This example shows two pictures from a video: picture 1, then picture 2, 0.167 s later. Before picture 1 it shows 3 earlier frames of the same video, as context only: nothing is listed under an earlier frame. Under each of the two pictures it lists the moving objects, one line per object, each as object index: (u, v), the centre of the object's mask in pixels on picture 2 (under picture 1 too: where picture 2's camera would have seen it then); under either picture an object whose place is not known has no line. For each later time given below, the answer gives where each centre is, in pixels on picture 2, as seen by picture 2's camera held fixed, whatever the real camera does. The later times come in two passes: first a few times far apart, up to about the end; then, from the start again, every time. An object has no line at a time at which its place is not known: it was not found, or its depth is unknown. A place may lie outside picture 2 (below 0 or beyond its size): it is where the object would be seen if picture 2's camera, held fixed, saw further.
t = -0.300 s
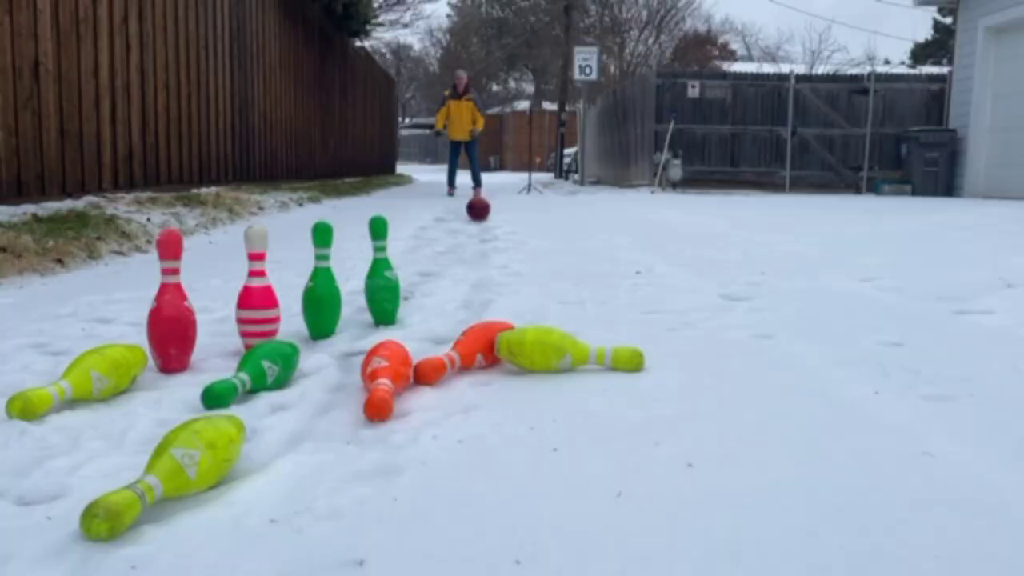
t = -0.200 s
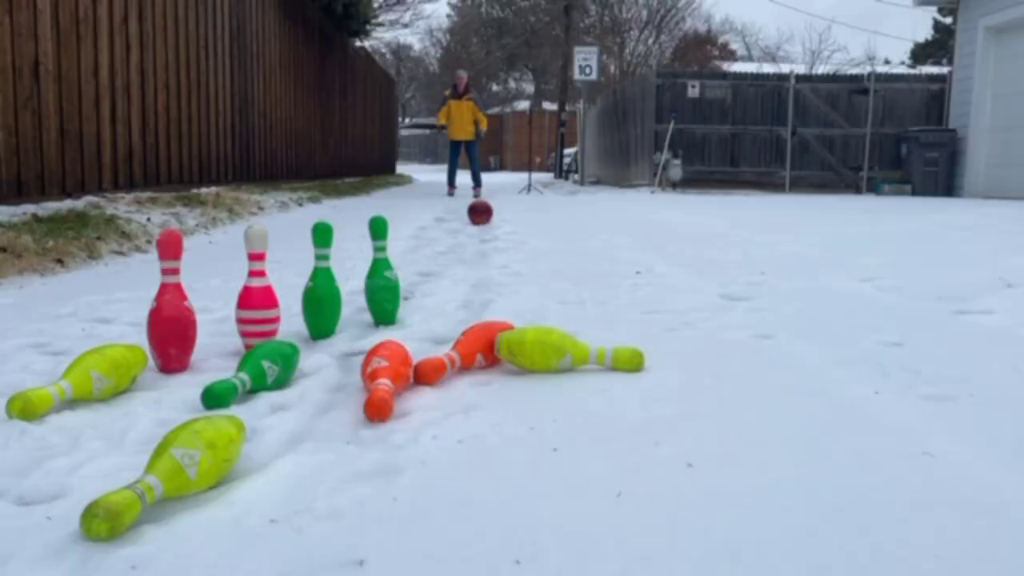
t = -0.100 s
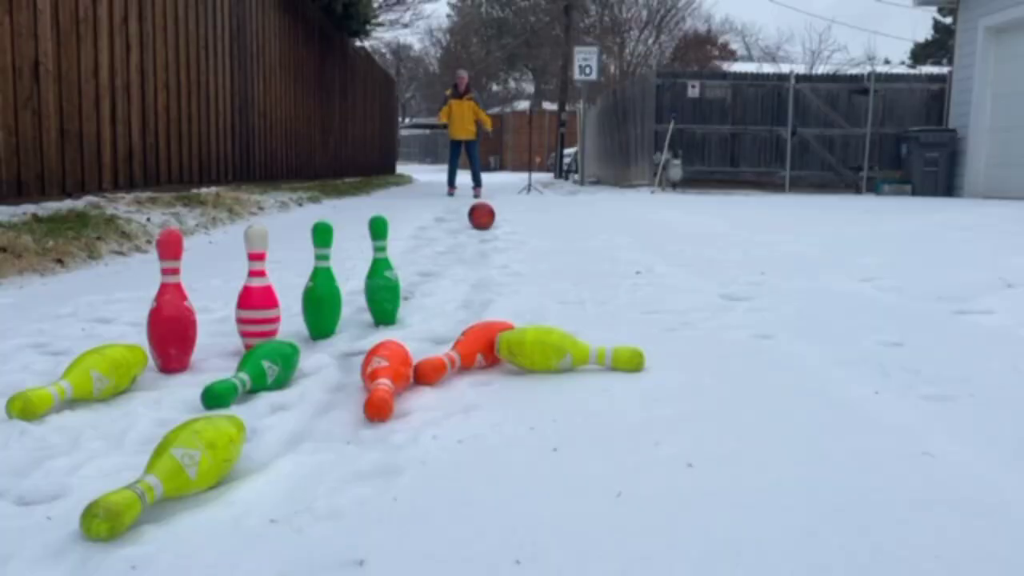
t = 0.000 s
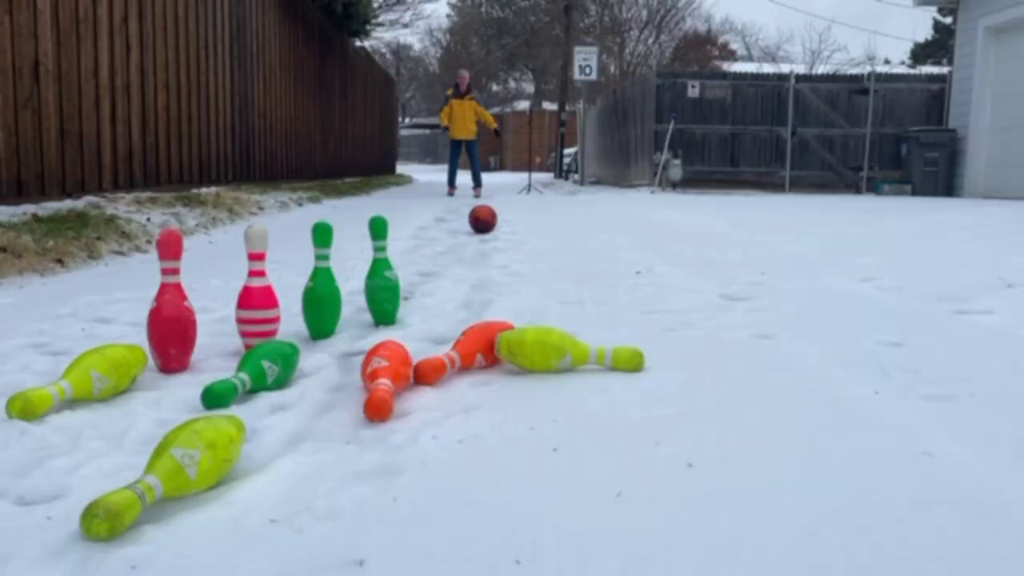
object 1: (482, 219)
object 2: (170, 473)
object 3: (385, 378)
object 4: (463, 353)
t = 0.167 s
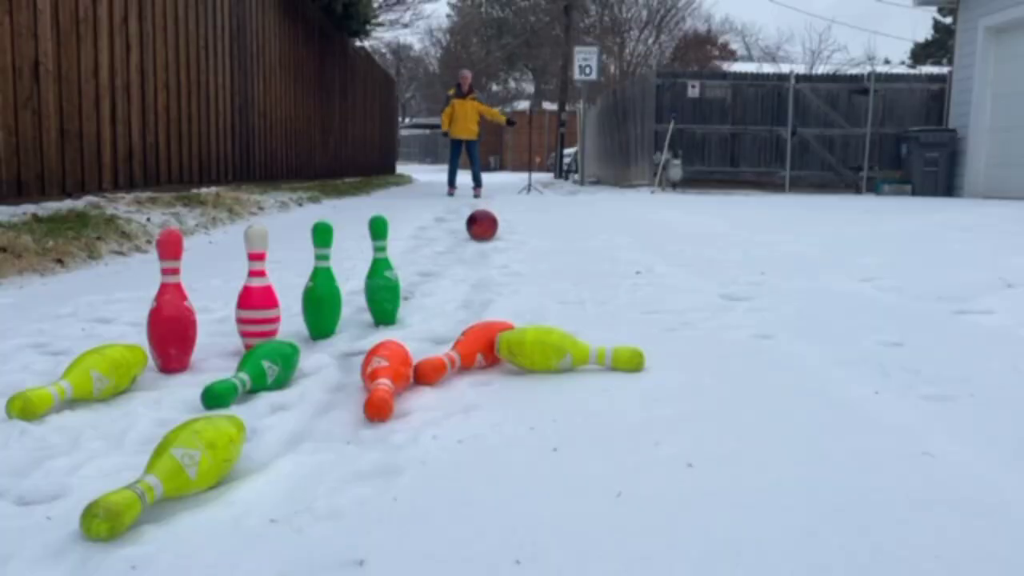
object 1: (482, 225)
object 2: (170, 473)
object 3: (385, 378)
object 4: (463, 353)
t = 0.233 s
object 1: (481, 227)
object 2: (170, 473)
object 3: (385, 378)
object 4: (463, 353)
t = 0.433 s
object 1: (479, 238)
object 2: (170, 473)
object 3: (385, 377)
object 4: (463, 353)
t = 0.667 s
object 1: (476, 249)
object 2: (170, 473)
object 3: (385, 377)
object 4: (463, 353)
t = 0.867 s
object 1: (475, 268)
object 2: (170, 473)
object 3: (385, 377)
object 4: (463, 353)
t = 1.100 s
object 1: (470, 291)
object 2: (170, 473)
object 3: (385, 378)
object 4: (463, 353)
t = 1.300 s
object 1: (439, 313)
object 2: (170, 473)
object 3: (385, 377)
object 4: (463, 353)
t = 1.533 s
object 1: (386, 343)
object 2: (170, 473)
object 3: (342, 417)
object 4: (468, 353)
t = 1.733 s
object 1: (338, 363)
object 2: (156, 473)
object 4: (476, 352)
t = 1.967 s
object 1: (285, 382)
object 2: (151, 470)
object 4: (476, 352)
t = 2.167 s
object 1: (248, 395)
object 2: (156, 469)
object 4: (477, 352)
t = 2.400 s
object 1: (216, 400)
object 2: (156, 469)
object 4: (477, 352)
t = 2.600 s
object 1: (204, 400)
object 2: (156, 469)
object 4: (477, 352)
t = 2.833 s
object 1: (204, 400)
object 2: (157, 469)
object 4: (477, 352)
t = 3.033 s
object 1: (205, 400)
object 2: (156, 469)
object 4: (477, 352)
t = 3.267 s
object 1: (204, 400)
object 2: (156, 469)
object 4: (477, 352)
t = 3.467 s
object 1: (205, 401)
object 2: (156, 469)
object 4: (477, 352)
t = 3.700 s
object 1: (205, 400)
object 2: (156, 469)
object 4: (477, 352)
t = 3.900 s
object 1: (205, 400)
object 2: (156, 469)
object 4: (477, 352)
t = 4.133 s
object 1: (205, 400)
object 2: (156, 469)
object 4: (477, 352)
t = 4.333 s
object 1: (205, 400)
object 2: (156, 469)
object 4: (477, 352)
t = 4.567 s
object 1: (205, 400)
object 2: (156, 469)
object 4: (477, 352)
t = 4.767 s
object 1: (205, 400)
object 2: (157, 469)
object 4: (477, 352)
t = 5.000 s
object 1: (205, 400)
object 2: (156, 469)
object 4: (477, 352)
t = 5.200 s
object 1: (205, 400)
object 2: (156, 469)
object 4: (477, 352)
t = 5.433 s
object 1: (205, 400)
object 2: (156, 469)
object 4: (477, 352)
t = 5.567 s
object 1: (205, 400)
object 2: (156, 469)
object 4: (477, 352)
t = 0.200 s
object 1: (481, 226)
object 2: (170, 473)
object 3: (385, 378)
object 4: (463, 353)
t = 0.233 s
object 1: (481, 227)
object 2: (170, 473)
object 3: (385, 378)
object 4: (463, 353)
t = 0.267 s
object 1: (481, 228)
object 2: (170, 473)
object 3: (385, 378)
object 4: (463, 353)
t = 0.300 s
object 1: (480, 231)
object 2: (170, 473)
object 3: (385, 378)
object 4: (463, 353)
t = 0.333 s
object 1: (480, 232)
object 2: (170, 473)
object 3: (385, 378)
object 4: (463, 353)
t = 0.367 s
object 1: (480, 234)
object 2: (170, 473)
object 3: (385, 378)
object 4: (463, 353)
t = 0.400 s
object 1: (480, 236)
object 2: (170, 473)
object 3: (385, 378)
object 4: (463, 353)
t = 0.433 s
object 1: (479, 238)
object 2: (170, 473)
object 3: (385, 377)
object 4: (463, 353)
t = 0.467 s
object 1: (479, 239)
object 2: (170, 473)
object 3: (385, 378)
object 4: (463, 353)
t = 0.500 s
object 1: (479, 241)
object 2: (170, 473)
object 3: (385, 378)
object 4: (463, 353)
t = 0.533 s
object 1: (478, 243)
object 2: (170, 473)
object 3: (385, 378)
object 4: (463, 353)
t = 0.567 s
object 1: (477, 245)
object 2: (170, 473)
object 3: (385, 377)
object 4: (463, 353)
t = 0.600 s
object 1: (477, 248)
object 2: (170, 473)
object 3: (385, 377)
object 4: (463, 353)
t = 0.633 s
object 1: (476, 249)
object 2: (170, 473)
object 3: (385, 377)
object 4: (463, 353)
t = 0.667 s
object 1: (476, 249)
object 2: (170, 473)
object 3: (385, 377)
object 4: (463, 353)
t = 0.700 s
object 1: (475, 252)
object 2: (170, 473)
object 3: (385, 377)
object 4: (463, 353)
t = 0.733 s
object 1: (475, 257)
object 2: (170, 473)
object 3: (385, 378)
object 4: (463, 353)
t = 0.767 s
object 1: (474, 261)
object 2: (170, 473)
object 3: (385, 377)
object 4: (463, 353)
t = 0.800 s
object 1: (474, 263)
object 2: (170, 473)
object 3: (385, 378)
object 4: (463, 353)
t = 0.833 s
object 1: (474, 265)
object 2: (170, 473)
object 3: (385, 377)
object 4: (463, 353)
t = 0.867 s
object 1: (475, 268)
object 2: (170, 473)
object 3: (385, 377)
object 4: (463, 353)
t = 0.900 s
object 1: (475, 270)
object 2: (170, 473)
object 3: (385, 378)
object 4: (463, 353)
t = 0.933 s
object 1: (475, 274)
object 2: (170, 473)
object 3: (385, 378)
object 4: (463, 353)
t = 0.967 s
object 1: (475, 279)
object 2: (170, 473)
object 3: (385, 378)
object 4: (463, 353)
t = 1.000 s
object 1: (475, 281)
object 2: (170, 473)
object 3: (385, 377)
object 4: (463, 353)
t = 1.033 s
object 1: (474, 285)
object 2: (170, 473)
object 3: (385, 377)
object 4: (463, 353)
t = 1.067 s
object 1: (472, 288)
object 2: (170, 473)
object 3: (385, 377)
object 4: (463, 353)
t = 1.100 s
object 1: (470, 291)
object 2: (170, 473)
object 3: (385, 378)
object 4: (463, 353)
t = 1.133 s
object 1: (467, 293)
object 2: (170, 473)
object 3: (385, 377)
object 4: (463, 353)
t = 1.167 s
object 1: (463, 297)
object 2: (170, 473)
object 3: (385, 377)
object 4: (463, 353)
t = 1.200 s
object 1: (458, 300)
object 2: (170, 473)
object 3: (385, 377)
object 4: (463, 353)
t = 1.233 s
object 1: (452, 306)
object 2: (170, 473)
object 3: (385, 377)
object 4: (463, 353)
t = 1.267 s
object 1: (445, 309)
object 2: (170, 473)
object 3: (385, 377)
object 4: (463, 353)
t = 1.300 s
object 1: (439, 313)
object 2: (170, 473)
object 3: (385, 377)
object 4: (463, 353)
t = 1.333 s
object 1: (432, 317)
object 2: (170, 473)
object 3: (385, 377)
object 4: (463, 353)
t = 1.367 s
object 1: (426, 321)
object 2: (170, 473)
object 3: (385, 378)
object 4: (463, 353)
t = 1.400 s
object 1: (419, 323)
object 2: (170, 473)
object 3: (385, 378)
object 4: (464, 352)
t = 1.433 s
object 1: (411, 327)
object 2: (170, 473)
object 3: (379, 383)
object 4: (463, 353)
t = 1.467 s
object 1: (402, 333)
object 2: (170, 473)
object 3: (367, 392)
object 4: (464, 352)
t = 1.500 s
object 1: (394, 339)
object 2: (170, 473)
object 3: (355, 403)
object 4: (466, 352)
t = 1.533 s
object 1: (386, 343)
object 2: (170, 473)
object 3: (342, 417)
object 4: (468, 353)
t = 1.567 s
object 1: (378, 346)
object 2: (170, 473)
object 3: (328, 429)
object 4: (469, 353)
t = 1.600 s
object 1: (370, 350)
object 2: (170, 473)
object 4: (471, 353)
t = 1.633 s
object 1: (362, 353)
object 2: (167, 474)
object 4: (473, 352)
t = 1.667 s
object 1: (354, 356)
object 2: (162, 475)
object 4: (474, 352)
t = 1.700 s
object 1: (345, 359)
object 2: (159, 474)
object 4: (475, 352)
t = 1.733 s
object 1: (338, 363)
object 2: (156, 473)
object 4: (476, 352)
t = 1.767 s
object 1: (330, 366)
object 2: (154, 473)
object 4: (477, 352)
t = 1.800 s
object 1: (322, 369)
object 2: (152, 473)
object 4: (477, 352)
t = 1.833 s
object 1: (314, 372)
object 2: (151, 473)
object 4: (477, 352)
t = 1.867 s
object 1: (307, 374)
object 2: (149, 471)
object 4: (477, 352)
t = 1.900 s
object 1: (300, 377)
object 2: (148, 470)
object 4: (476, 352)
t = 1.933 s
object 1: (292, 380)
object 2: (149, 470)
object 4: (476, 352)
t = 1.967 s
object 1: (285, 382)
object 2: (151, 470)
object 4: (476, 352)
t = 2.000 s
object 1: (278, 384)
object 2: (151, 469)
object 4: (476, 352)
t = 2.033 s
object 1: (271, 386)
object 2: (152, 469)
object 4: (476, 352)
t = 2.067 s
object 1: (265, 389)
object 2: (153, 469)
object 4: (477, 352)
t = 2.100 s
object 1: (259, 391)
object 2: (154, 469)
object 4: (477, 352)
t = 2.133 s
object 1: (254, 393)
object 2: (155, 469)
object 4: (477, 352)
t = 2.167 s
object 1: (248, 395)
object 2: (156, 469)
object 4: (477, 352)
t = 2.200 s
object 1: (242, 397)
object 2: (156, 469)
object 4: (477, 352)
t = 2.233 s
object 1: (237, 397)
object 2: (156, 469)
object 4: (477, 352)
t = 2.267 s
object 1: (232, 398)
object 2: (156, 469)
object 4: (477, 352)
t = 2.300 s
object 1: (228, 399)
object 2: (156, 469)
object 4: (477, 352)
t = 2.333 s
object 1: (223, 399)
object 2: (156, 469)
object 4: (477, 352)
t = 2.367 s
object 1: (220, 400)
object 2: (156, 469)
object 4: (477, 352)
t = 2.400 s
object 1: (216, 400)
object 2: (156, 469)
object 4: (477, 352)
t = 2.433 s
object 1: (214, 400)
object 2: (156, 469)
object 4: (477, 352)
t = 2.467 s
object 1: (212, 400)
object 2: (156, 469)
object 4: (477, 352)
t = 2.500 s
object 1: (209, 400)
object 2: (156, 469)
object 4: (477, 352)
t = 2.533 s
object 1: (207, 400)
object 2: (157, 469)
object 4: (477, 352)
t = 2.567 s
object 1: (205, 400)
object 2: (157, 469)
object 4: (477, 352)
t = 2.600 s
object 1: (204, 400)
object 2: (156, 469)
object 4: (477, 352)
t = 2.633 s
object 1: (203, 400)
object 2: (157, 469)
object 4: (477, 352)
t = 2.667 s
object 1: (202, 400)
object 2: (157, 469)
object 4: (477, 352)
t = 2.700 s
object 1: (202, 400)
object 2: (157, 469)
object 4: (477, 352)
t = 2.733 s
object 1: (202, 400)
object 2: (157, 469)
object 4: (477, 352)
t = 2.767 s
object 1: (203, 400)
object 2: (157, 469)
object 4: (477, 352)
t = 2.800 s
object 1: (203, 400)
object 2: (157, 469)
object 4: (477, 352)
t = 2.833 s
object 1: (204, 400)
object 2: (157, 469)
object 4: (477, 352)
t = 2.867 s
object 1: (205, 401)
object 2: (156, 469)
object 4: (477, 352)
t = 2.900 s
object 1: (205, 401)
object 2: (157, 469)
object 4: (477, 352)
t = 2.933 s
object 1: (205, 400)
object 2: (156, 469)
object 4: (477, 352)
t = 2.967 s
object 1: (205, 400)
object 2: (156, 469)
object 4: (477, 352)
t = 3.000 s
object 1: (205, 400)
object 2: (156, 469)
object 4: (477, 352)
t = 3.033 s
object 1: (205, 400)
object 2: (156, 469)
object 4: (477, 352)
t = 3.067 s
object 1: (204, 400)
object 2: (157, 469)
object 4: (477, 352)
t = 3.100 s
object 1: (204, 400)
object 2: (156, 469)
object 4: (477, 352)
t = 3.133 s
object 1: (204, 400)
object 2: (156, 469)
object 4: (477, 352)
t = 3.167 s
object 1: (204, 400)
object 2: (156, 469)
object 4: (477, 352)
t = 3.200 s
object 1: (204, 400)
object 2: (156, 469)
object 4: (477, 352)
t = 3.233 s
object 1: (204, 400)
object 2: (156, 469)
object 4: (477, 352)
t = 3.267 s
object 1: (204, 400)
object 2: (156, 469)
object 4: (477, 352)
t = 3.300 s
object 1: (205, 400)
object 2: (156, 469)
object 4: (477, 352)
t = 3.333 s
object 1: (204, 401)
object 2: (156, 469)
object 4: (477, 352)
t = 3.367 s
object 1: (205, 400)
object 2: (156, 469)
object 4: (477, 352)
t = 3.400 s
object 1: (205, 401)
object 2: (156, 469)
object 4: (477, 352)
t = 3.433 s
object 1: (205, 401)
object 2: (156, 469)
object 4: (477, 352)
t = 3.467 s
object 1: (205, 401)
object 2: (156, 469)
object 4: (477, 352)
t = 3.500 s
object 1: (205, 401)
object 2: (156, 469)
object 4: (477, 352)
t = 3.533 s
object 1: (205, 400)
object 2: (156, 469)
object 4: (477, 352)
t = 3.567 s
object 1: (205, 400)
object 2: (156, 469)
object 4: (477, 352)
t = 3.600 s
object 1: (205, 400)
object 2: (156, 469)
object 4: (477, 352)
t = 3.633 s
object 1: (205, 400)
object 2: (156, 469)
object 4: (477, 352)
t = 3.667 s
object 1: (205, 400)
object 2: (156, 469)
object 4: (477, 352)
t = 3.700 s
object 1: (205, 400)
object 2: (156, 469)
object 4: (477, 352)
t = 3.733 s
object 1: (205, 400)
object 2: (156, 469)
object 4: (477, 352)
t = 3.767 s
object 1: (205, 400)
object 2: (156, 469)
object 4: (477, 352)
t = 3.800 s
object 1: (205, 400)
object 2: (156, 469)
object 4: (477, 352)
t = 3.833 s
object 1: (205, 400)
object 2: (156, 469)
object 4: (477, 352)
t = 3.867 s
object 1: (205, 400)
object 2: (156, 469)
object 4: (477, 352)
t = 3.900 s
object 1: (205, 400)
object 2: (156, 469)
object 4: (477, 352)
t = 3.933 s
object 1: (205, 400)
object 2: (156, 469)
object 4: (477, 352)
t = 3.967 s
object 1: (205, 400)
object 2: (156, 469)
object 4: (477, 352)
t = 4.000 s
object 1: (205, 400)
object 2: (156, 469)
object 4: (477, 352)
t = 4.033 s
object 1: (205, 400)
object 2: (156, 469)
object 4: (477, 352)
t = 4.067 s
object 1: (205, 400)
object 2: (156, 469)
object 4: (477, 352)
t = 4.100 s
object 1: (205, 400)
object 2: (156, 469)
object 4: (477, 352)
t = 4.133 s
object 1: (205, 400)
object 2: (156, 469)
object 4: (477, 352)
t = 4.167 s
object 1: (205, 400)
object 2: (156, 469)
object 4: (477, 352)
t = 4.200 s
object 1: (205, 400)
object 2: (157, 469)
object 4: (477, 352)
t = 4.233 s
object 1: (205, 400)
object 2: (157, 469)
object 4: (477, 352)
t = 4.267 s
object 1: (205, 400)
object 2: (156, 469)
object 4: (477, 352)
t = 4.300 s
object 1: (205, 400)
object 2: (156, 469)
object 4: (477, 352)
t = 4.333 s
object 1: (205, 400)
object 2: (156, 469)
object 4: (477, 352)
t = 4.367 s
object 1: (205, 400)
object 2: (157, 469)
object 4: (477, 352)
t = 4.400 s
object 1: (205, 400)
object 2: (156, 469)
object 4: (477, 352)
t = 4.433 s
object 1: (205, 400)
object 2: (157, 469)
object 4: (477, 352)
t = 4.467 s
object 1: (205, 400)
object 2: (156, 469)
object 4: (477, 352)
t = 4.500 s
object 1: (205, 400)
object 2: (156, 469)
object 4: (477, 352)
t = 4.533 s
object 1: (205, 400)
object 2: (156, 469)
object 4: (477, 352)
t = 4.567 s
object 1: (205, 400)
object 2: (156, 469)
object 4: (477, 352)
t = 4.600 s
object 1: (205, 400)
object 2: (157, 469)
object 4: (477, 352)
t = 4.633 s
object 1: (205, 400)
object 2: (157, 469)
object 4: (477, 352)
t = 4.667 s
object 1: (205, 400)
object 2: (157, 469)
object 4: (477, 352)
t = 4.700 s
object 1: (205, 400)
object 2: (157, 469)
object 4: (477, 352)
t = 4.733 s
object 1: (205, 400)
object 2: (157, 469)
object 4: (477, 352)
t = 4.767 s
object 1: (205, 400)
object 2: (157, 469)
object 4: (477, 352)
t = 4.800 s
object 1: (205, 400)
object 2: (157, 469)
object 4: (477, 352)
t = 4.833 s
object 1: (205, 400)
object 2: (157, 469)
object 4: (477, 352)
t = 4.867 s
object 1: (205, 400)
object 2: (157, 469)
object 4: (477, 352)
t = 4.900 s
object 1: (205, 400)
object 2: (157, 469)
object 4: (477, 352)
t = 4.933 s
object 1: (205, 400)
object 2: (157, 469)
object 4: (477, 352)
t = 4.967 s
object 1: (205, 400)
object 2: (157, 469)
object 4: (477, 352)
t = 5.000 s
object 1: (205, 400)
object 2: (156, 469)
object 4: (477, 352)
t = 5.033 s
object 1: (205, 400)
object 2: (156, 469)
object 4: (477, 352)
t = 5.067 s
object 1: (205, 400)
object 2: (156, 469)
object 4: (477, 352)
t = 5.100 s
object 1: (205, 400)
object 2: (157, 469)
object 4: (477, 352)
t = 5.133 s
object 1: (205, 400)
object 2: (157, 469)
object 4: (477, 352)
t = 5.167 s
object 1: (205, 400)
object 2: (156, 469)
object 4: (477, 352)
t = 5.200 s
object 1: (205, 400)
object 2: (156, 469)
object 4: (477, 352)
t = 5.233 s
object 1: (205, 400)
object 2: (156, 469)
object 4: (477, 352)
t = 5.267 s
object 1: (205, 400)
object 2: (156, 469)
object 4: (477, 352)
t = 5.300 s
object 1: (205, 400)
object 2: (156, 469)
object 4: (477, 352)
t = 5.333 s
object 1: (205, 400)
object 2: (156, 469)
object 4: (477, 352)
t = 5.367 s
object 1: (205, 400)
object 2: (156, 469)
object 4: (477, 352)
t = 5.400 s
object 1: (205, 400)
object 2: (156, 469)
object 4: (477, 352)
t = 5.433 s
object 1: (205, 400)
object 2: (156, 469)
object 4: (477, 352)
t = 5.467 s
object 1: (205, 400)
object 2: (156, 469)
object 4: (477, 352)
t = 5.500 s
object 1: (205, 400)
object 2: (156, 469)
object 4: (477, 352)
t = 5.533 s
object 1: (205, 400)
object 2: (156, 469)
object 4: (477, 352)
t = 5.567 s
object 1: (205, 400)
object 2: (156, 469)
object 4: (477, 352)
